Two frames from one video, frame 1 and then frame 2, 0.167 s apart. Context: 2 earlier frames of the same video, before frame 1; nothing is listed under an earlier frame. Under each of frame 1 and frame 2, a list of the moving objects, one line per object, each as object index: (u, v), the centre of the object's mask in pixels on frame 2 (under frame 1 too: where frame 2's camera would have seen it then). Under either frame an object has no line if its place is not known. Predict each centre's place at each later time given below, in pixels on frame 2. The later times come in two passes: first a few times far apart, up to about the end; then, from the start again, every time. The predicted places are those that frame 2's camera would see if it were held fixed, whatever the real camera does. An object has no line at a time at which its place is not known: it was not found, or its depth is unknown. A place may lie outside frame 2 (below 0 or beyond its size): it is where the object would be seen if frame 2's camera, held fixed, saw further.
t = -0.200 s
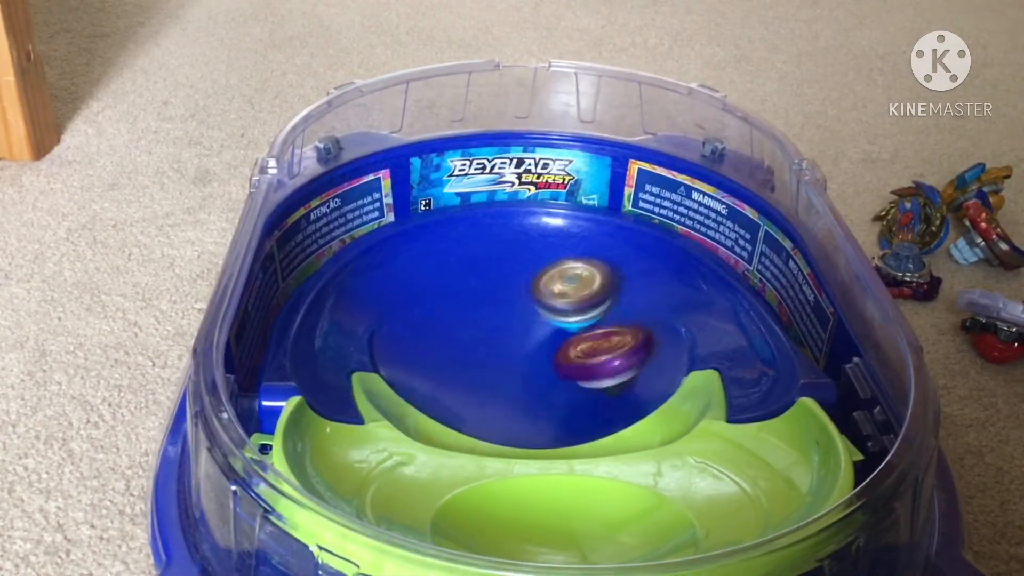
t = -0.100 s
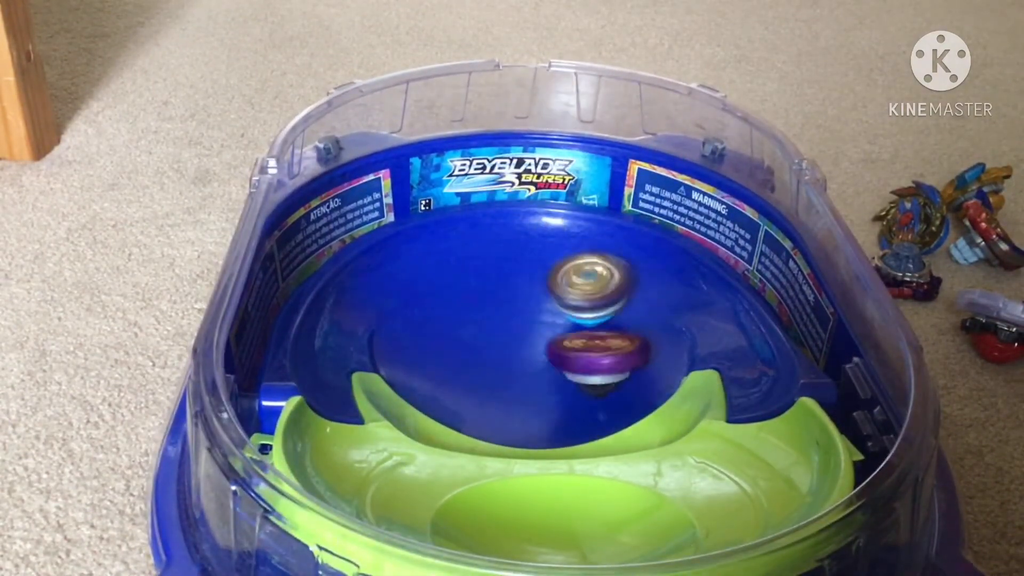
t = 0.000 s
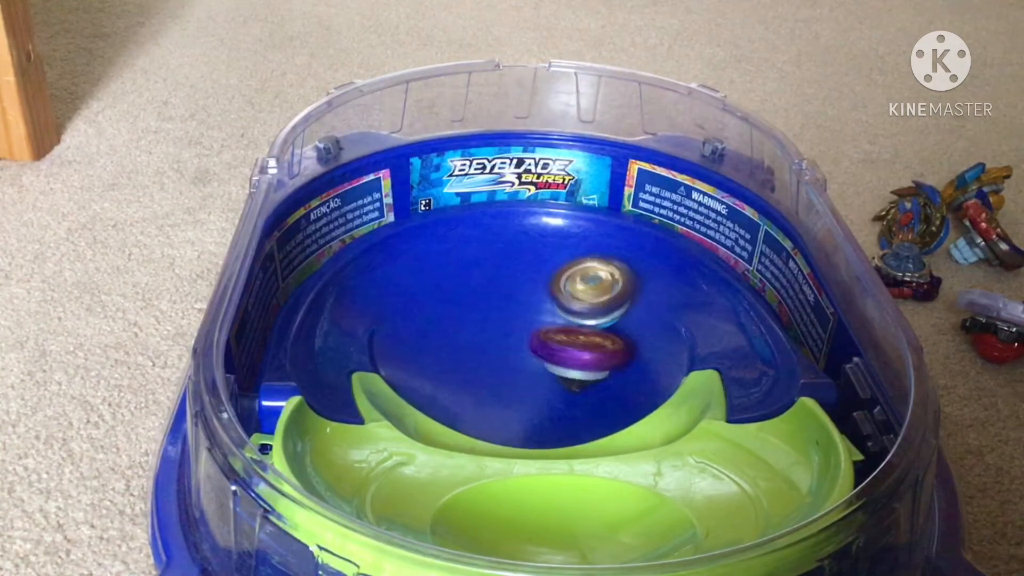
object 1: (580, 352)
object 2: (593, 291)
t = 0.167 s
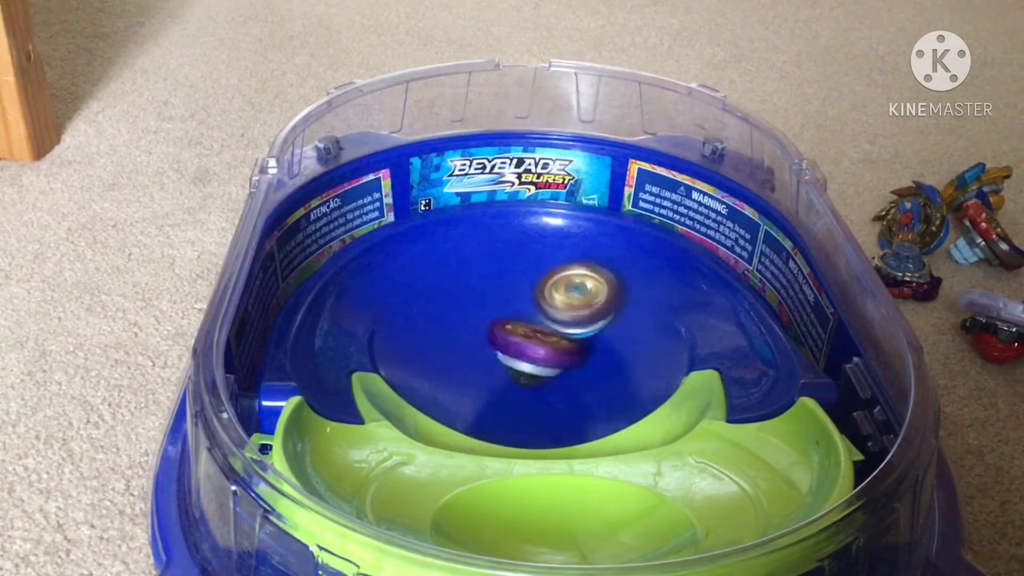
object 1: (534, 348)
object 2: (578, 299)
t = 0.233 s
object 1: (516, 343)
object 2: (573, 299)
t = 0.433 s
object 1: (489, 329)
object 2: (567, 296)
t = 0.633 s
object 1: (475, 326)
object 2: (583, 296)
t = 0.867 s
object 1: (482, 342)
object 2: (576, 314)
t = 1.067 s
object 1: (479, 352)
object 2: (590, 311)
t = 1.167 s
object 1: (487, 353)
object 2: (583, 315)
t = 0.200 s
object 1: (526, 346)
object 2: (576, 299)
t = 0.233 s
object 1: (516, 343)
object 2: (573, 299)
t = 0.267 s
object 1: (508, 340)
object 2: (569, 300)
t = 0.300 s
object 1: (496, 341)
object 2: (569, 297)
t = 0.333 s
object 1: (490, 338)
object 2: (570, 296)
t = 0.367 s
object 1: (484, 334)
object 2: (570, 295)
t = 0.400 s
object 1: (484, 330)
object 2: (569, 295)
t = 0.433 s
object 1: (489, 329)
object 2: (567, 296)
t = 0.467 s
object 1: (492, 327)
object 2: (566, 297)
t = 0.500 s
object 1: (483, 323)
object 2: (570, 296)
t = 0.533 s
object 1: (479, 329)
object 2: (576, 294)
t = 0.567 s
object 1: (474, 327)
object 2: (579, 294)
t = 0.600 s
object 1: (471, 326)
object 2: (581, 295)
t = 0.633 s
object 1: (475, 326)
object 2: (583, 296)
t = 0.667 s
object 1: (479, 327)
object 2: (582, 299)
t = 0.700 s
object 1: (483, 331)
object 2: (582, 302)
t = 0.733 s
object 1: (484, 333)
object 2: (581, 304)
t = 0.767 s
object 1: (486, 334)
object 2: (575, 309)
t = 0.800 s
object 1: (483, 339)
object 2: (575, 311)
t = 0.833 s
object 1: (483, 339)
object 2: (574, 312)
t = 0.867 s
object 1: (482, 342)
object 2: (576, 314)
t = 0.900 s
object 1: (480, 345)
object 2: (581, 312)
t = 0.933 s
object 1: (480, 348)
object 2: (583, 311)
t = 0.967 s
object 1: (479, 350)
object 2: (588, 310)
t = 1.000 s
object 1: (478, 351)
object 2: (589, 311)
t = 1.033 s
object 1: (477, 351)
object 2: (590, 310)
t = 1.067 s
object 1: (479, 352)
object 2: (590, 311)
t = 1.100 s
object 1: (481, 353)
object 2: (587, 312)
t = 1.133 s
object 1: (486, 354)
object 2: (586, 313)
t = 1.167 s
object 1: (487, 353)
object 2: (583, 315)
